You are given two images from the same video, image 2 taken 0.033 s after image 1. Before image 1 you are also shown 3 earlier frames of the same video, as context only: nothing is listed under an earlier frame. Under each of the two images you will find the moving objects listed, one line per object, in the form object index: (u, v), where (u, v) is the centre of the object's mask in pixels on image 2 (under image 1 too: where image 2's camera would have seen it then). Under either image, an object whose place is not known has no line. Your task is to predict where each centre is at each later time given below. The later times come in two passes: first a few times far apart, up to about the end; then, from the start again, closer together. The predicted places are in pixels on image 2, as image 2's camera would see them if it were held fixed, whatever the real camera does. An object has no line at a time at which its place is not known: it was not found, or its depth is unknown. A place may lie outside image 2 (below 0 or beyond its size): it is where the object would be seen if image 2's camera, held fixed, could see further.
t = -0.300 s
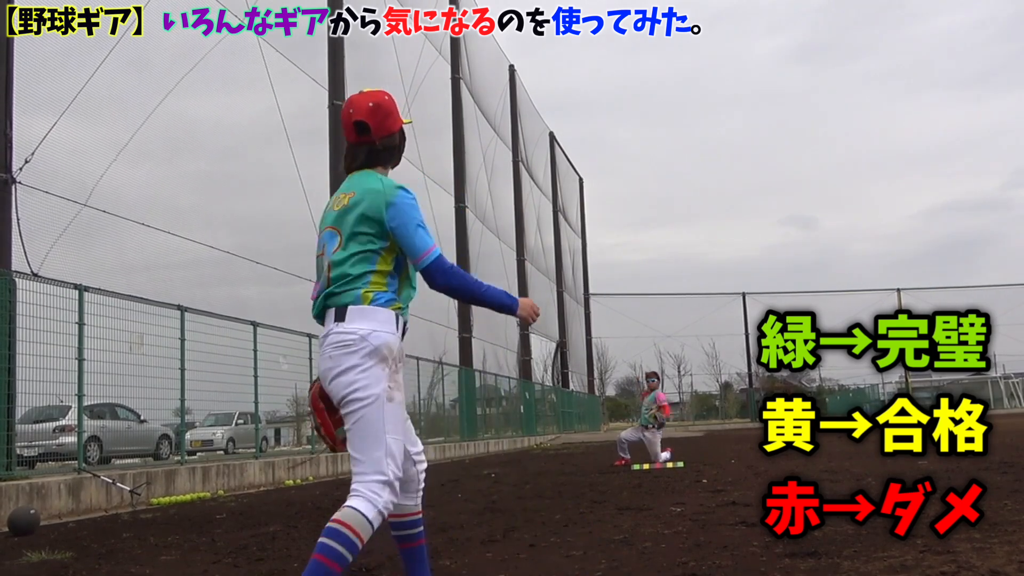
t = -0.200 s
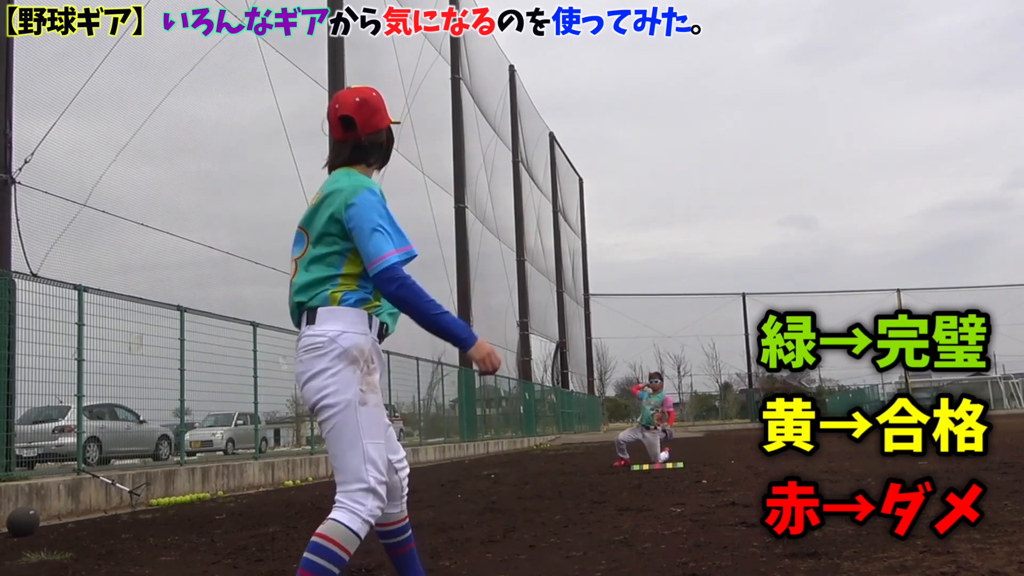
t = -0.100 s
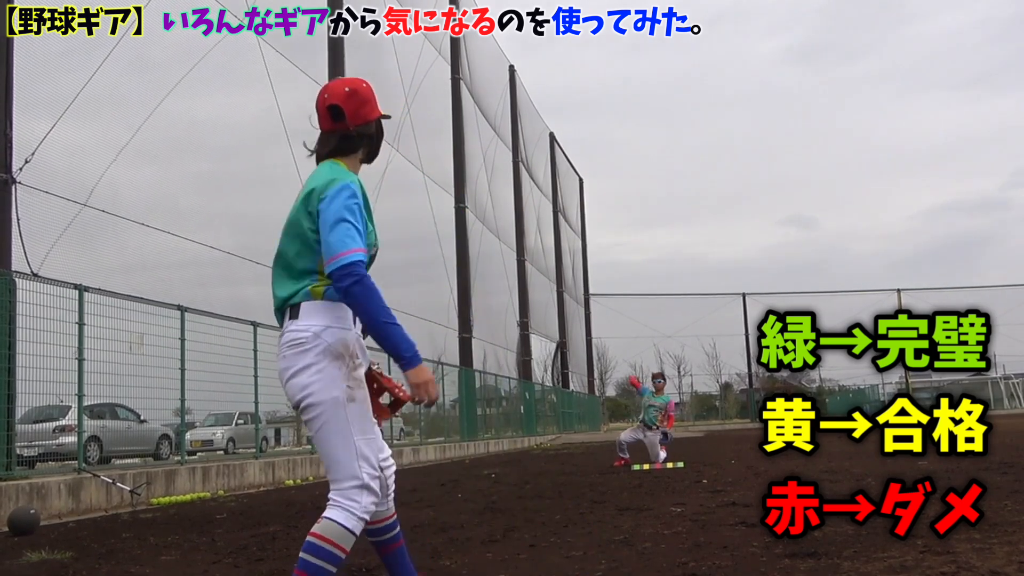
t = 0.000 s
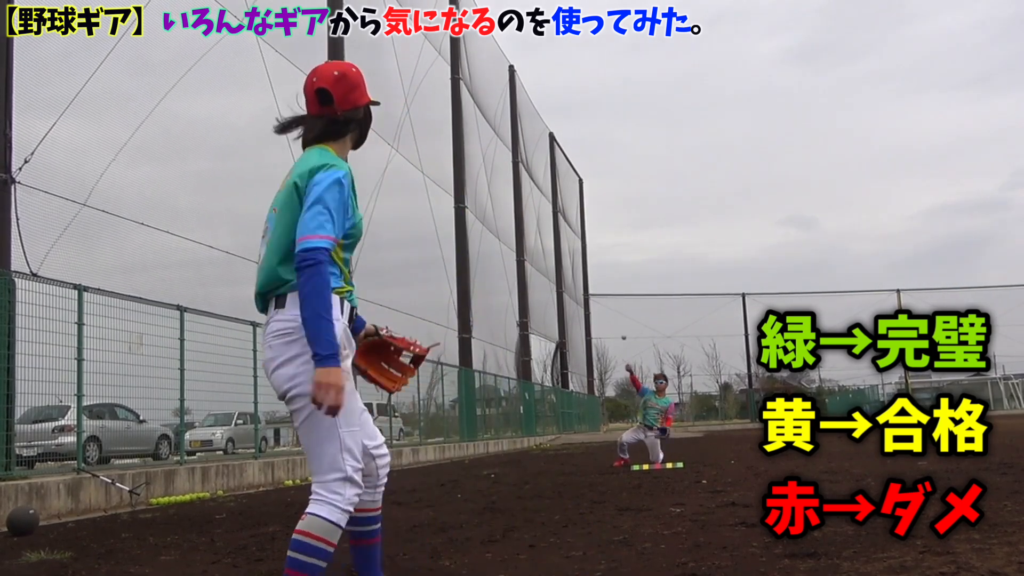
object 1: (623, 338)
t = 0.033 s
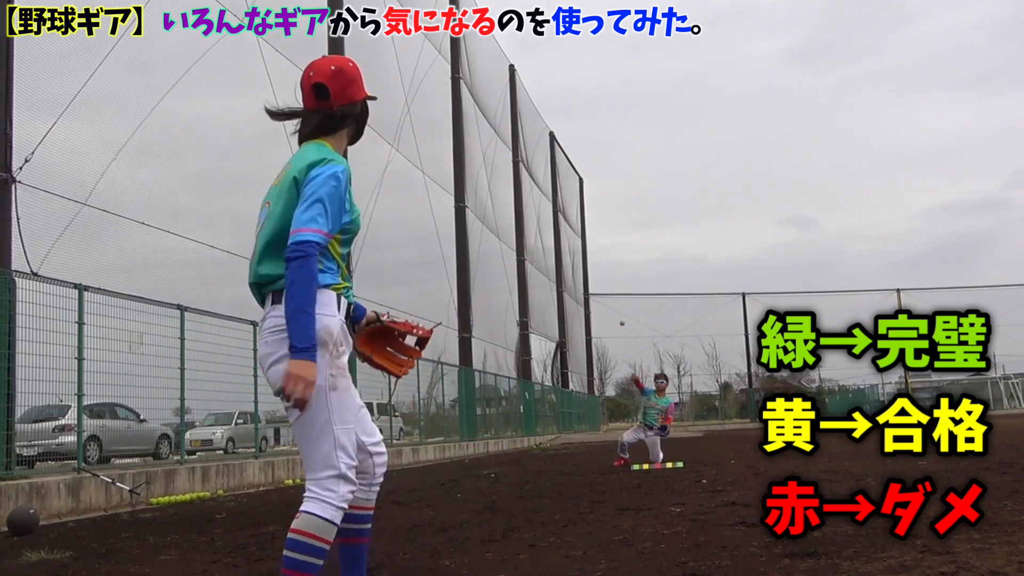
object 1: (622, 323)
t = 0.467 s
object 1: (585, 149)
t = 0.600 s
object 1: (563, 97)
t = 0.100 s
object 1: (618, 296)
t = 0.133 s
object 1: (616, 283)
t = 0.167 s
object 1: (614, 269)
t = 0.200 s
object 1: (611, 256)
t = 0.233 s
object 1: (609, 242)
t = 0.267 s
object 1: (606, 229)
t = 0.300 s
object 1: (603, 216)
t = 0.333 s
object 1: (600, 202)
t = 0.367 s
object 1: (597, 189)
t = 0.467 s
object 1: (585, 149)
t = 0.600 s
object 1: (563, 97)
